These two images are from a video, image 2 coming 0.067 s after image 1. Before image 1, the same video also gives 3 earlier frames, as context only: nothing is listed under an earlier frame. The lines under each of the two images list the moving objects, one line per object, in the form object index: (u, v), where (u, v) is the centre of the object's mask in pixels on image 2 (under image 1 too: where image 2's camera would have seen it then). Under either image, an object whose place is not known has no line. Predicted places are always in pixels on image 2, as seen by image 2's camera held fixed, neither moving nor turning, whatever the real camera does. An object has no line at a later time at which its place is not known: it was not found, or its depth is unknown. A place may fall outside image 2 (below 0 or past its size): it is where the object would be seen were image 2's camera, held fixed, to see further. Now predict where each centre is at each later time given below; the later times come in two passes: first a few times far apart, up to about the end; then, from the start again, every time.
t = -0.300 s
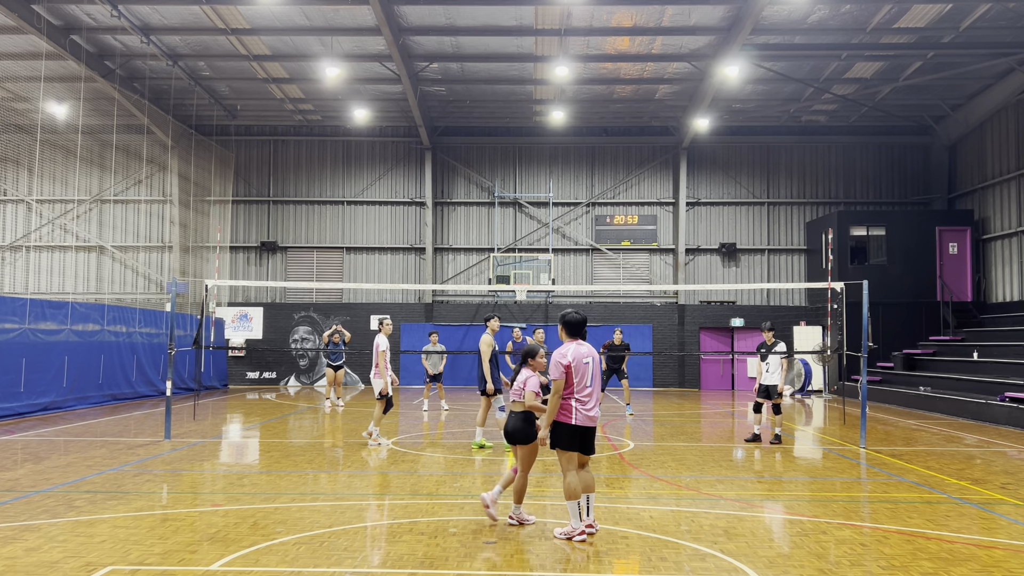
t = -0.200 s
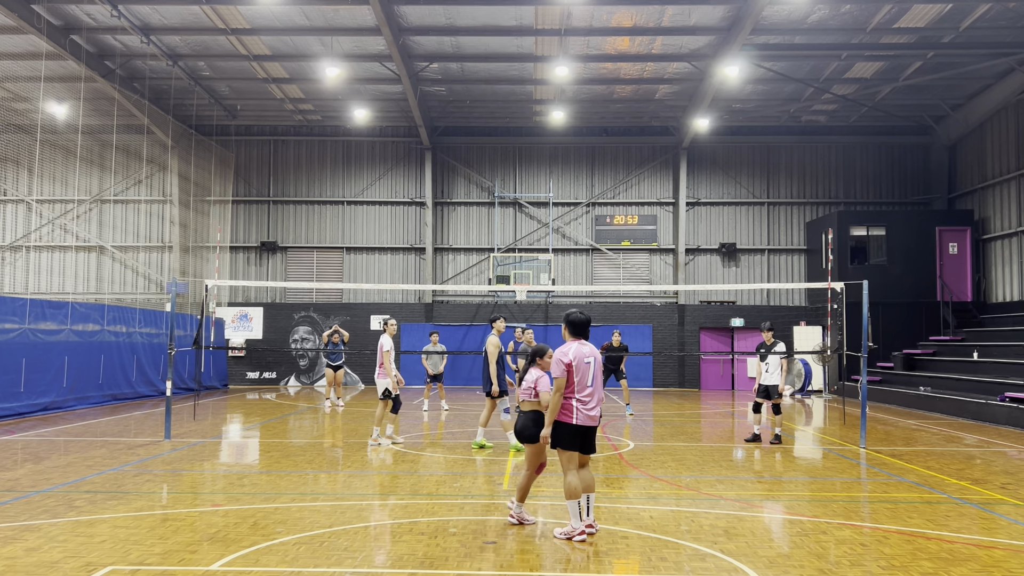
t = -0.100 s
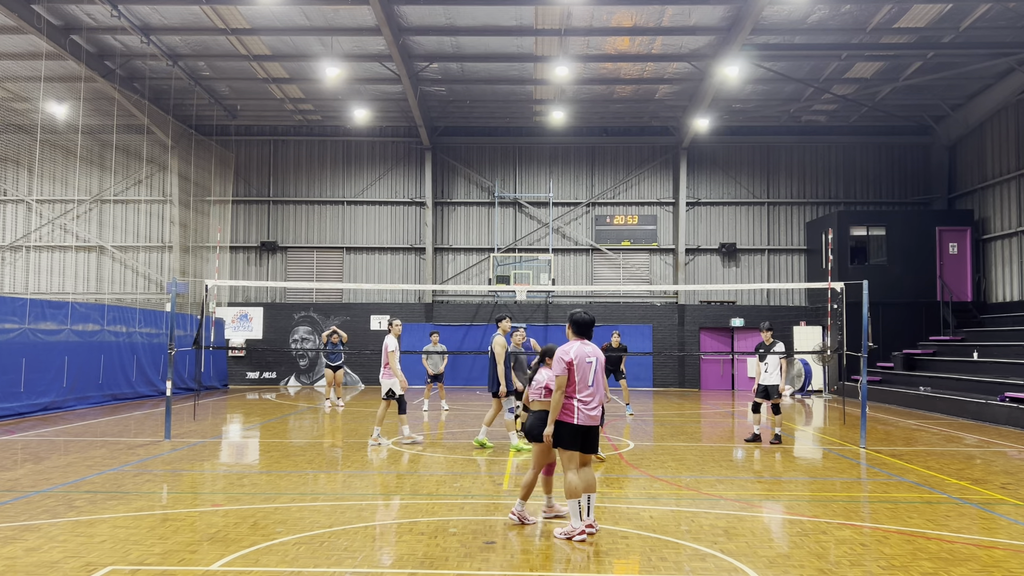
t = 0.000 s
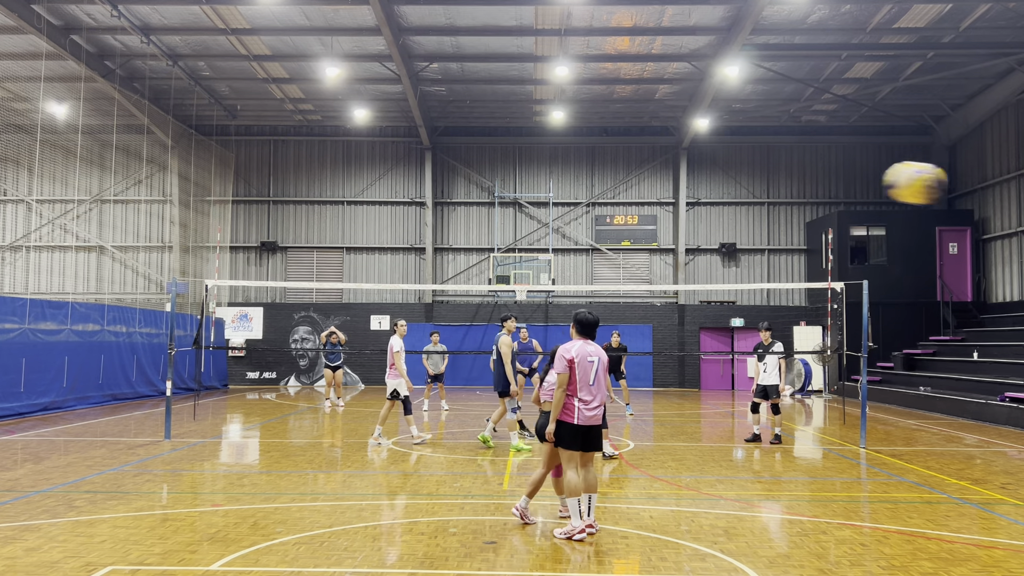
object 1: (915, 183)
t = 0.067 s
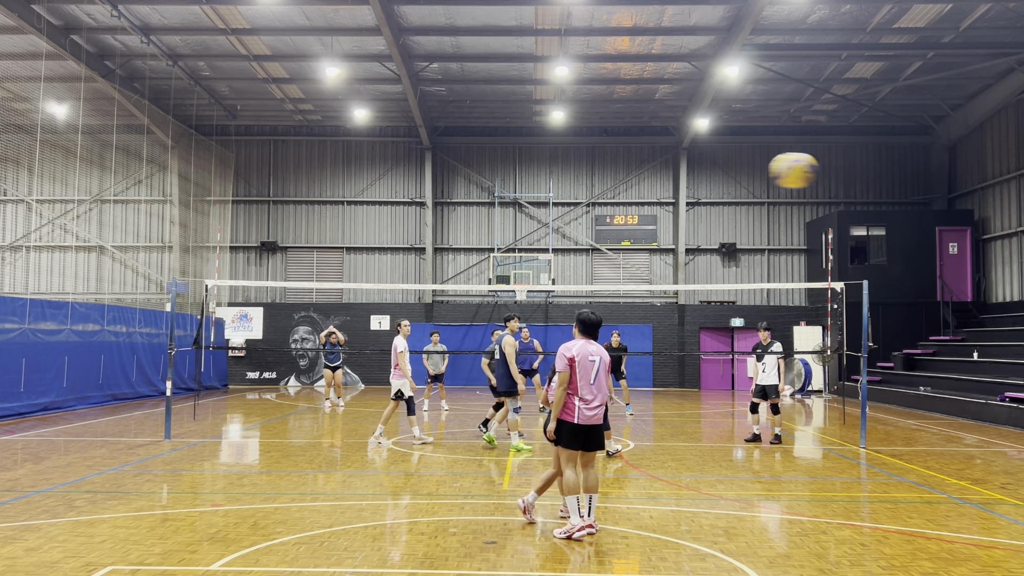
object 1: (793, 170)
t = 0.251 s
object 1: (602, 180)
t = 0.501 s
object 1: (482, 229)
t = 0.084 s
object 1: (769, 169)
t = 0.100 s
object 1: (746, 168)
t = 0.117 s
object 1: (726, 168)
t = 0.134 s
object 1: (706, 169)
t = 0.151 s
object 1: (688, 169)
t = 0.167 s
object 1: (671, 170)
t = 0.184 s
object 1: (655, 172)
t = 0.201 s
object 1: (640, 173)
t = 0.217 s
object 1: (627, 175)
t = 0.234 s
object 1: (614, 177)
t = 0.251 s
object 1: (602, 180)
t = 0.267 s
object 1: (591, 182)
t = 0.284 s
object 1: (580, 184)
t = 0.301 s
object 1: (570, 187)
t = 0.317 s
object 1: (560, 189)
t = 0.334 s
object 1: (552, 192)
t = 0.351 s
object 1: (542, 195)
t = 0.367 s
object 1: (535, 198)
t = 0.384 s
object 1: (527, 202)
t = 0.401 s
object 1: (519, 205)
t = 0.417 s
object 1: (513, 209)
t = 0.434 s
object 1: (506, 212)
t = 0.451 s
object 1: (499, 216)
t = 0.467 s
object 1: (493, 220)
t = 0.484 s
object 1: (487, 224)
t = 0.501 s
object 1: (482, 229)
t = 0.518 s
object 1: (476, 233)
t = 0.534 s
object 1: (471, 237)
